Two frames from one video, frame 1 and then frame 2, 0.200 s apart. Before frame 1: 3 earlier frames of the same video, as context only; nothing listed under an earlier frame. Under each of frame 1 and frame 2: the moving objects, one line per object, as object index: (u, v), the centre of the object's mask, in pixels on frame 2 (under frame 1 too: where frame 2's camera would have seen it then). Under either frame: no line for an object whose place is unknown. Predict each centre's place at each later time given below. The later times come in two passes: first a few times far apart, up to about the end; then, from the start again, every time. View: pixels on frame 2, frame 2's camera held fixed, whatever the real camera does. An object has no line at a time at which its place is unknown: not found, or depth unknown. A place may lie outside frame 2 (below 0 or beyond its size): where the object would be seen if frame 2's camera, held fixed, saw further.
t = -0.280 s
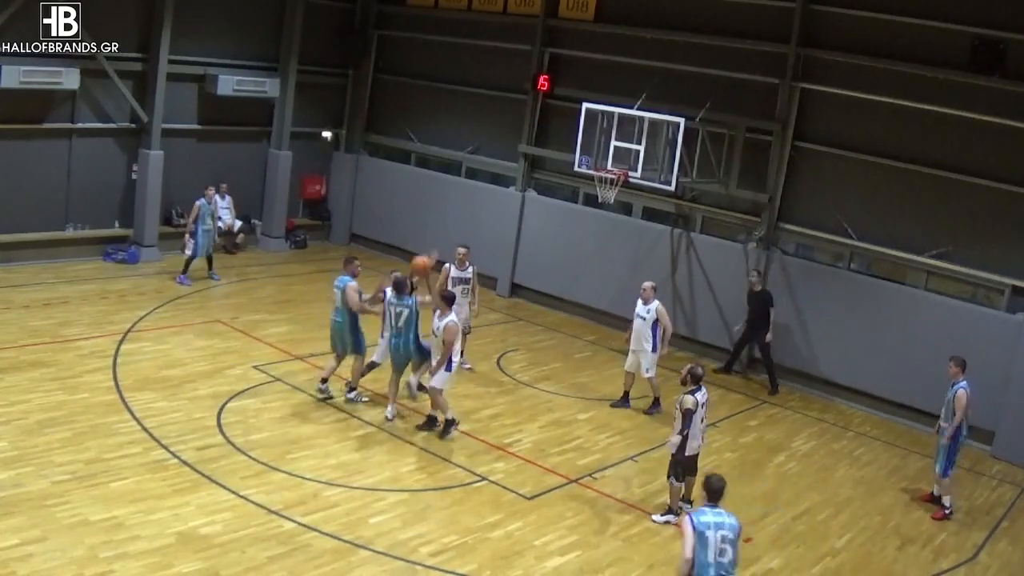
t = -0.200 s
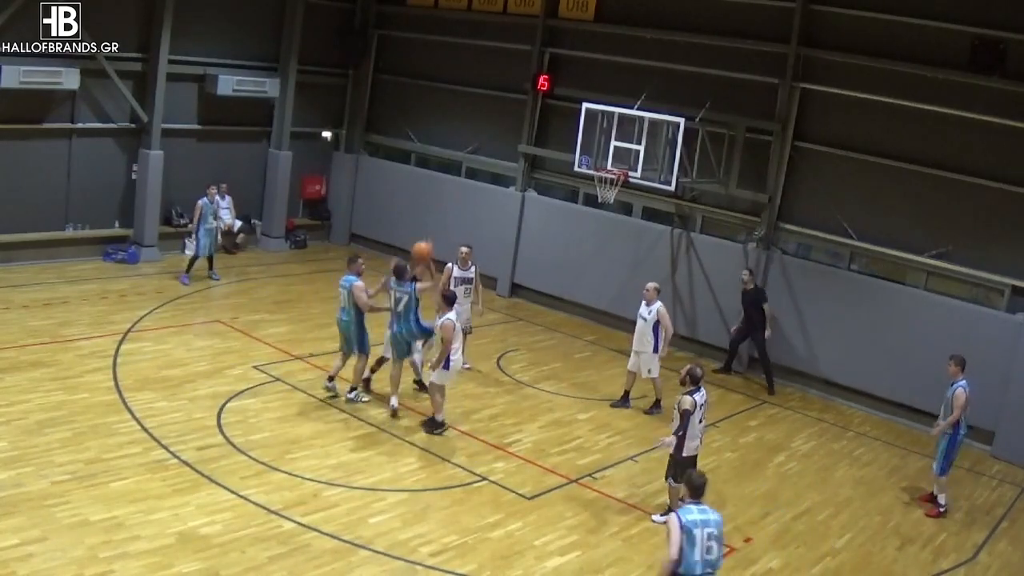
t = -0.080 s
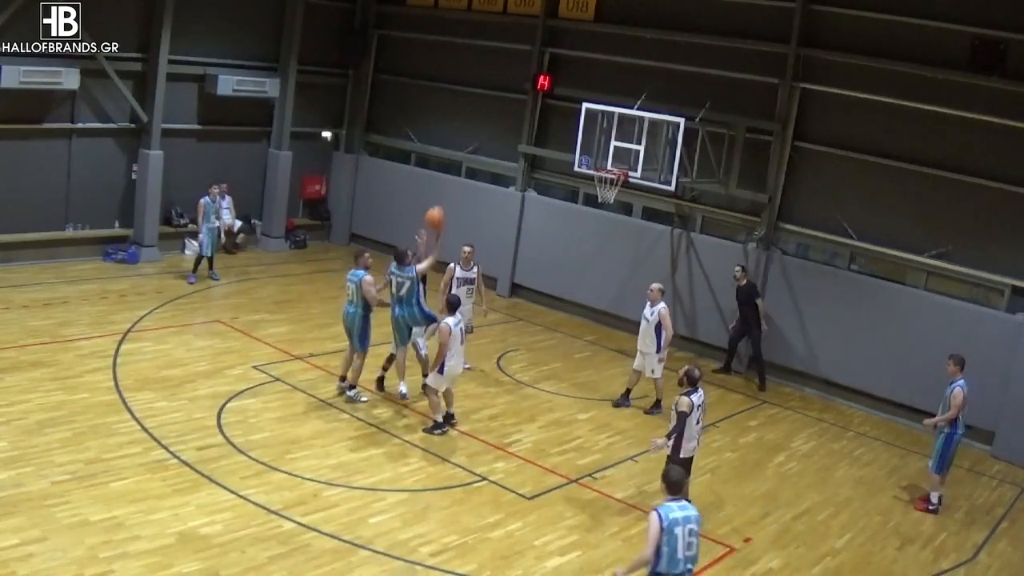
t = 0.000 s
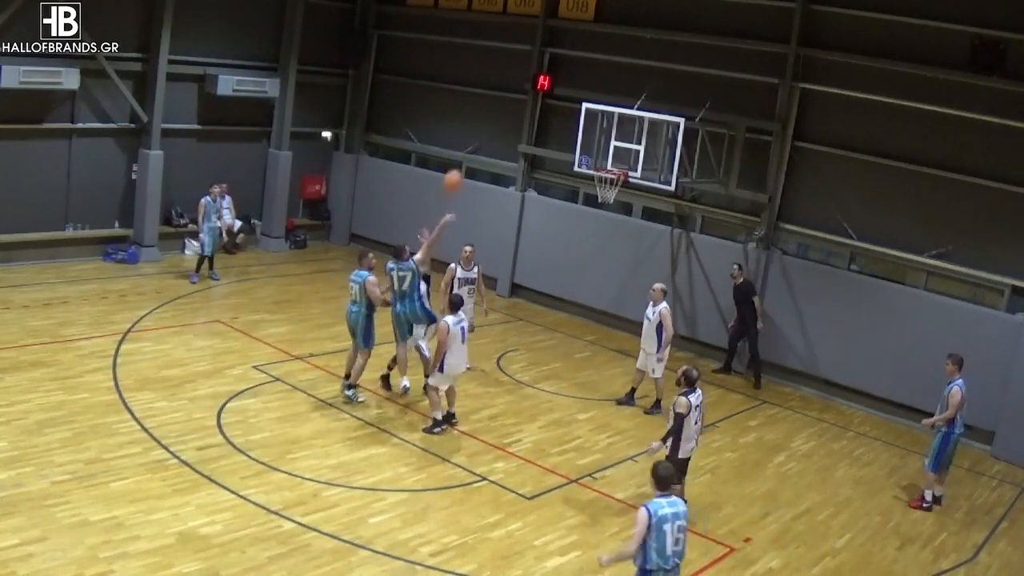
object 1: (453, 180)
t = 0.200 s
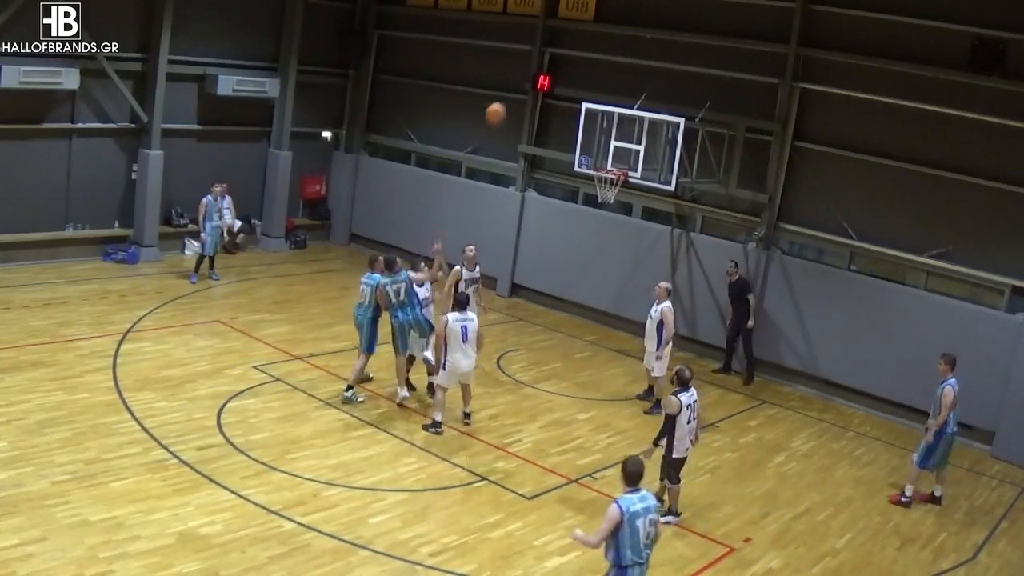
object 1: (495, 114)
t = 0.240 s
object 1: (503, 104)
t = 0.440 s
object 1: (537, 78)
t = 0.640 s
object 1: (565, 82)
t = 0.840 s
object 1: (587, 114)
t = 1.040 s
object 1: (602, 170)
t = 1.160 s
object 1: (596, 201)
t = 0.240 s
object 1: (503, 104)
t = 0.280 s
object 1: (511, 97)
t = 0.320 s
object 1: (518, 90)
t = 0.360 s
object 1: (525, 85)
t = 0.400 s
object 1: (531, 81)
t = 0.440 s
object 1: (537, 78)
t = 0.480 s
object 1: (544, 76)
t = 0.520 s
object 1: (550, 75)
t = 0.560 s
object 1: (556, 77)
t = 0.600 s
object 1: (560, 79)
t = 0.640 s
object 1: (565, 82)
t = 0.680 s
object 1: (570, 86)
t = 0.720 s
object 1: (575, 91)
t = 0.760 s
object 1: (579, 96)
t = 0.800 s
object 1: (583, 104)
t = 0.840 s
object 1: (587, 114)
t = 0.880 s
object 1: (591, 123)
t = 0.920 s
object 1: (594, 133)
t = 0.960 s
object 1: (596, 143)
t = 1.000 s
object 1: (599, 155)
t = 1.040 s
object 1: (602, 170)
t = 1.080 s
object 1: (600, 179)
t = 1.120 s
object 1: (599, 190)
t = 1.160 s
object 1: (596, 201)
